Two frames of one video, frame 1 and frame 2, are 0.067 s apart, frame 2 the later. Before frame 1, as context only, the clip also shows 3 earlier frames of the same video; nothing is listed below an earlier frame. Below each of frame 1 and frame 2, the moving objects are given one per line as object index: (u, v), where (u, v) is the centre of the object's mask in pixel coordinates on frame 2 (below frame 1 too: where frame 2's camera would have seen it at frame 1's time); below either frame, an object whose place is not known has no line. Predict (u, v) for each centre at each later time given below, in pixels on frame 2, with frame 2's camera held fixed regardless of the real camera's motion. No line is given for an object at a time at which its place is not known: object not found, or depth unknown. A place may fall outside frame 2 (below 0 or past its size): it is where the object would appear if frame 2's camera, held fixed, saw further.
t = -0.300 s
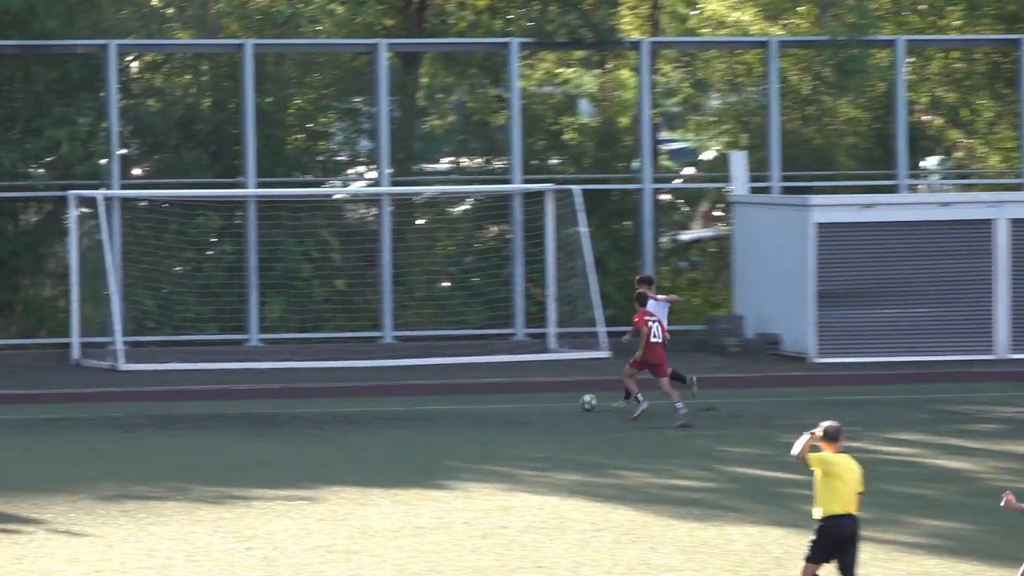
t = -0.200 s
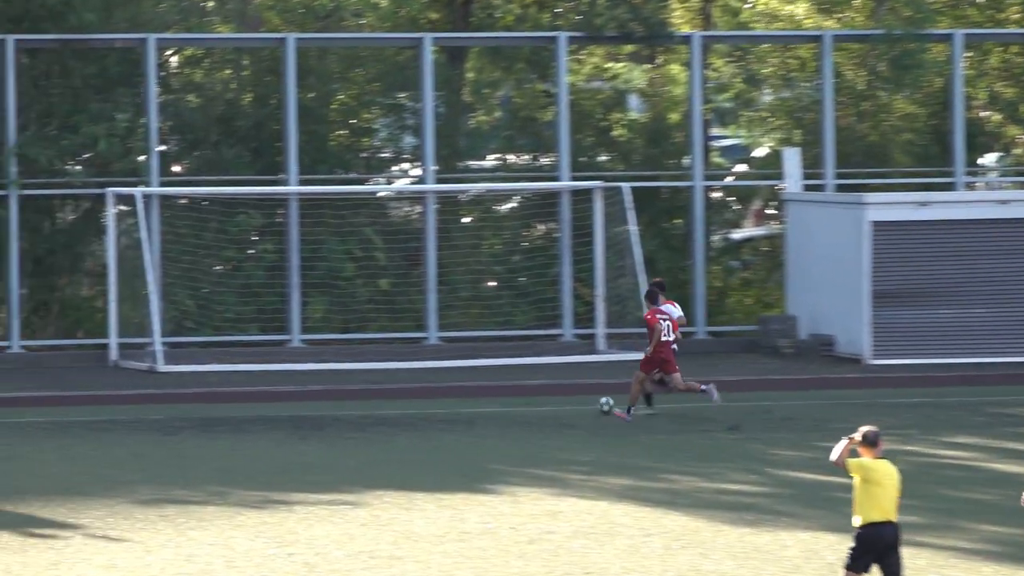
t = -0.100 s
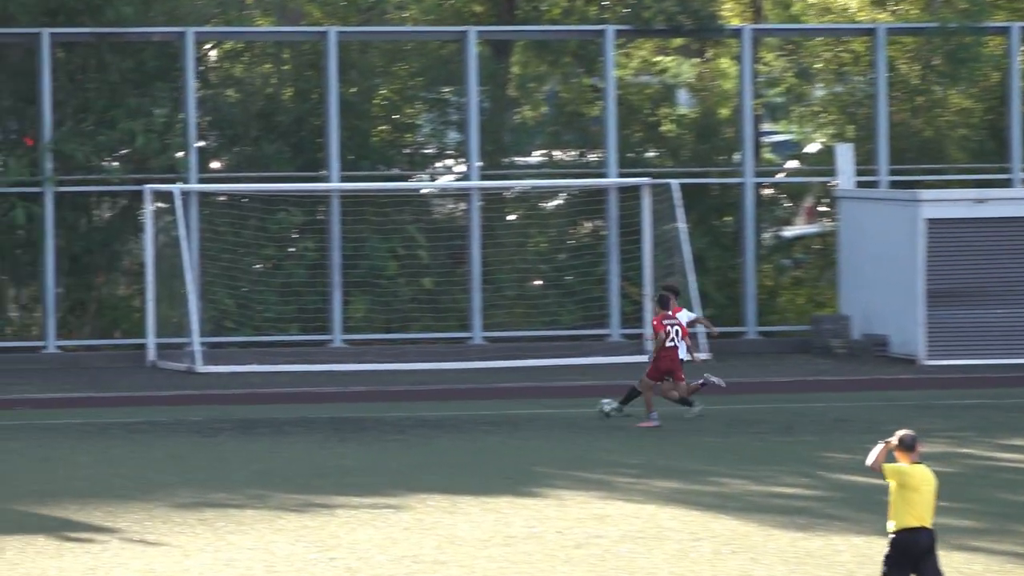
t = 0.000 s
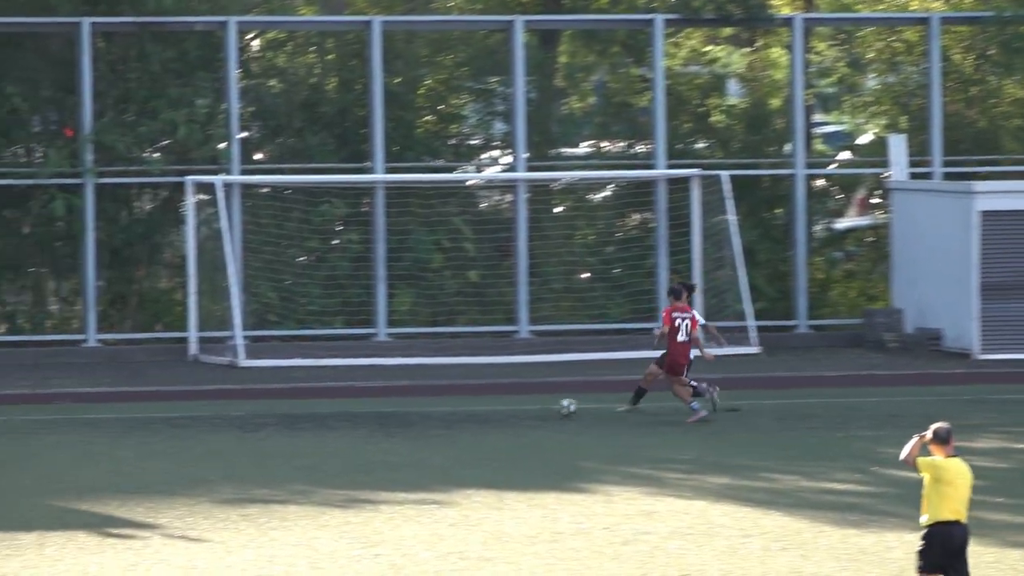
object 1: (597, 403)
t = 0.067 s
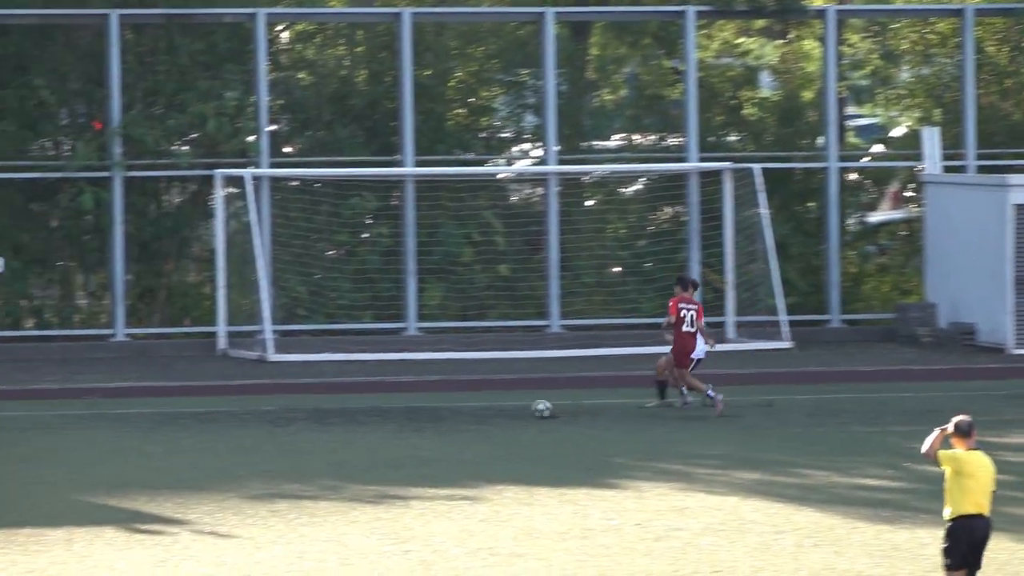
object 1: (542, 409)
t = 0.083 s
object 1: (530, 408)
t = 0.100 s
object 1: (516, 407)
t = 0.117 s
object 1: (505, 407)
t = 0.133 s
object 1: (492, 407)
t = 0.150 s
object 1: (480, 407)
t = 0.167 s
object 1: (468, 408)
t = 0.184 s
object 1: (455, 410)
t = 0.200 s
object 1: (443, 411)
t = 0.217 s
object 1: (431, 413)
